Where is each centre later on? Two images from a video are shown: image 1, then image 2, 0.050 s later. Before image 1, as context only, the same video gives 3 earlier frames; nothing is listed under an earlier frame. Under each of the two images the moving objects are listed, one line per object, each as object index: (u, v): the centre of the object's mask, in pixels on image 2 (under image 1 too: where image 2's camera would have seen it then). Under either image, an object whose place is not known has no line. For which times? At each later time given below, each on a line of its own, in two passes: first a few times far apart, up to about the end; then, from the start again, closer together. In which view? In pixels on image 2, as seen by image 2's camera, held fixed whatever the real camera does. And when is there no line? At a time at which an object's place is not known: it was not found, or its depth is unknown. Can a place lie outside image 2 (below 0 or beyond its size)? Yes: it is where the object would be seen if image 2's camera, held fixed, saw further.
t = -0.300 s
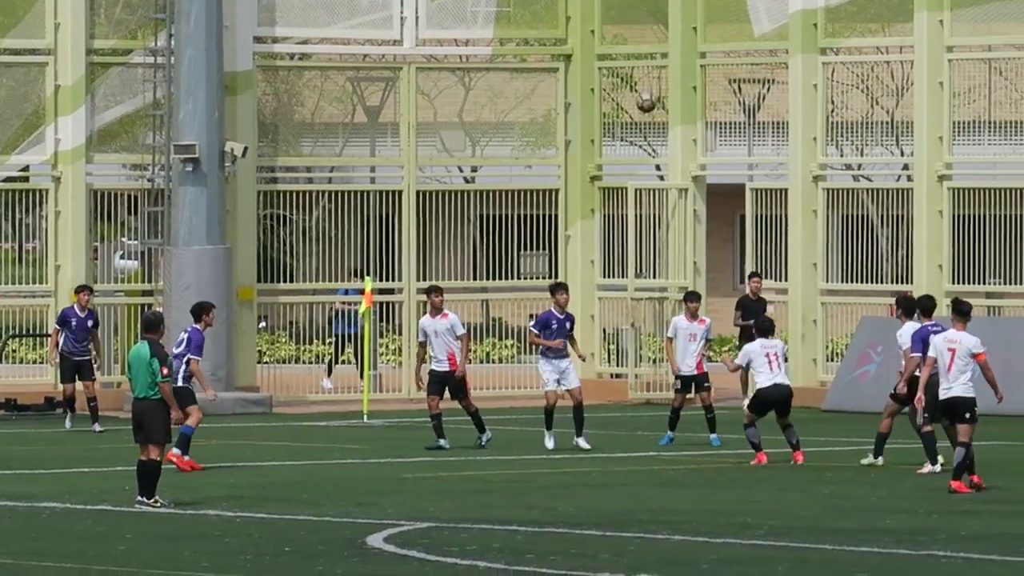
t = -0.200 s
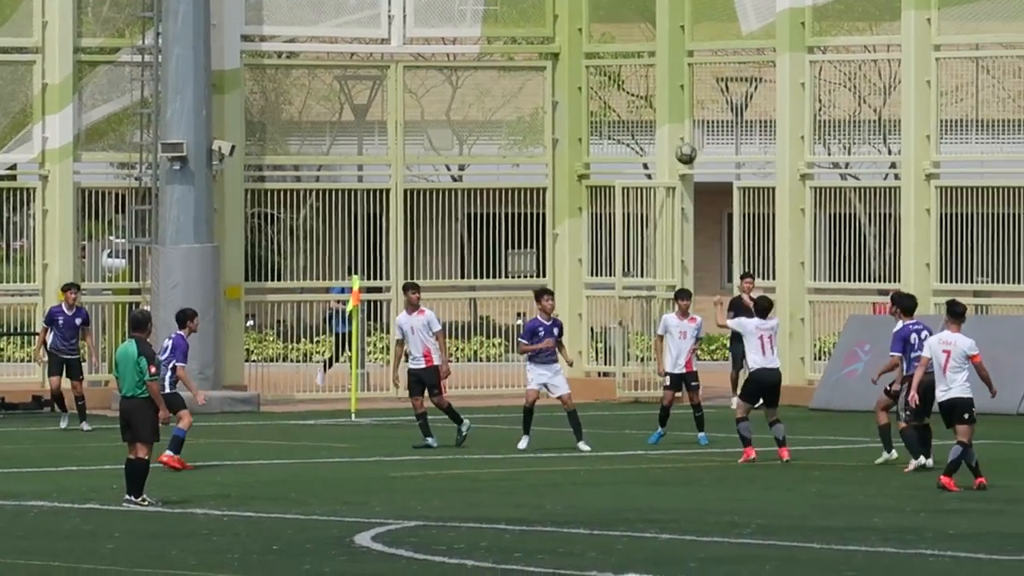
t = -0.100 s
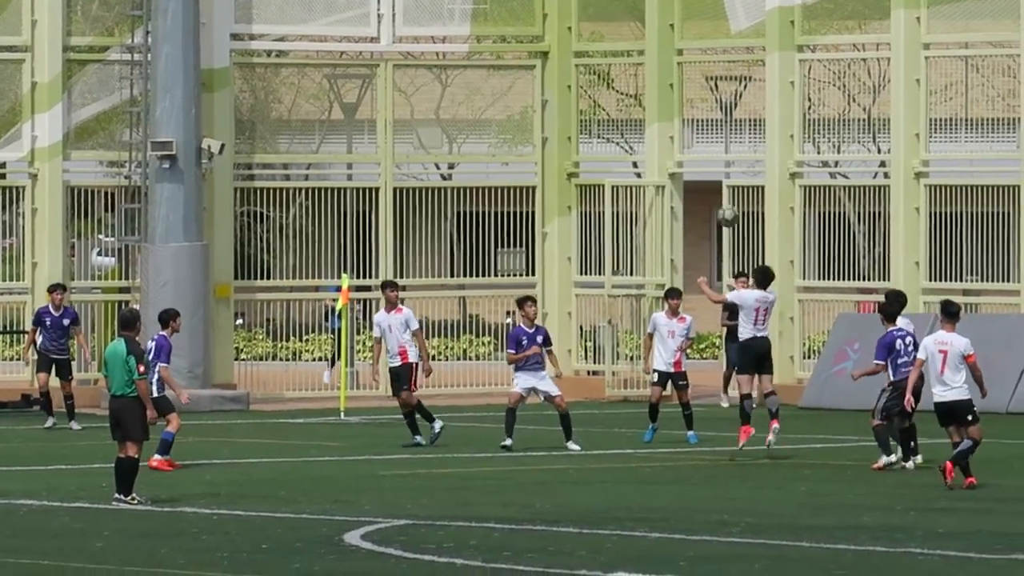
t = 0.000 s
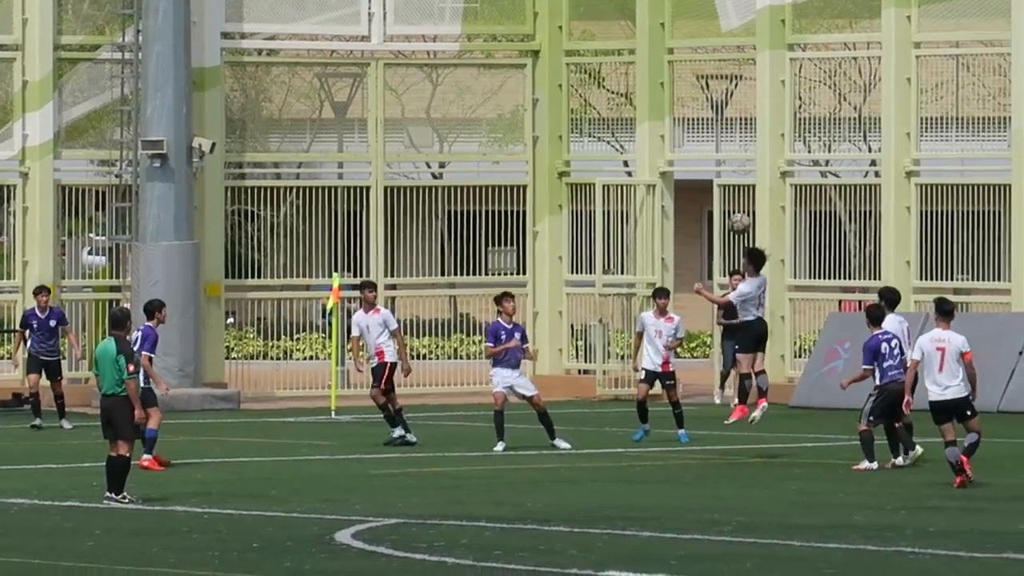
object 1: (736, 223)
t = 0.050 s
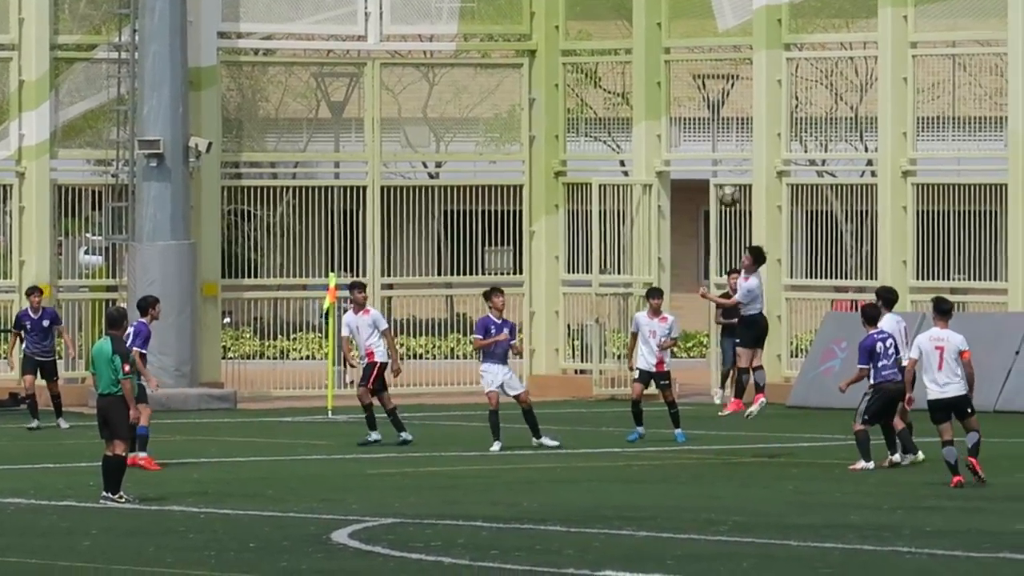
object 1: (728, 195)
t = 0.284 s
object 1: (698, 104)
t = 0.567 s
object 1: (660, 69)
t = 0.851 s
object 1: (623, 127)
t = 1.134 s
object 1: (587, 284)
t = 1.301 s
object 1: (564, 424)
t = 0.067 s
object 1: (726, 188)
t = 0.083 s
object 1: (723, 180)
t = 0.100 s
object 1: (722, 173)
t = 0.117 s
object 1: (720, 164)
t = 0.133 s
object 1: (718, 156)
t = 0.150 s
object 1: (715, 150)
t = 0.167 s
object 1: (713, 144)
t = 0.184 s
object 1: (711, 136)
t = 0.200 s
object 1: (708, 129)
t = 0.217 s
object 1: (706, 124)
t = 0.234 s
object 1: (703, 118)
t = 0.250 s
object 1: (702, 114)
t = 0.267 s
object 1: (699, 109)
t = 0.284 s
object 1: (698, 104)
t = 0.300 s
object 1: (695, 100)
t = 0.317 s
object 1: (693, 95)
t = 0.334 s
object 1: (691, 91)
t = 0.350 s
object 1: (688, 88)
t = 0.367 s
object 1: (686, 84)
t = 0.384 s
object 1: (684, 81)
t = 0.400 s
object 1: (681, 79)
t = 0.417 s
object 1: (679, 77)
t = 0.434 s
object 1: (677, 75)
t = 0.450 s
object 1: (675, 73)
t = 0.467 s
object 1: (673, 71)
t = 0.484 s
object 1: (671, 70)
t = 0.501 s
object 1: (669, 70)
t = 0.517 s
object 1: (666, 69)
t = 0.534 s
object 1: (664, 69)
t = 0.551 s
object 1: (662, 69)
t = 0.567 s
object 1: (660, 69)
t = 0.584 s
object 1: (658, 70)
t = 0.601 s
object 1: (656, 71)
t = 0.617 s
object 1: (653, 73)
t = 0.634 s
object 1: (651, 75)
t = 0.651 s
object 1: (649, 76)
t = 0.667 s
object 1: (647, 79)
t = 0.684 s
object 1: (644, 82)
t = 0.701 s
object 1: (642, 85)
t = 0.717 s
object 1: (640, 90)
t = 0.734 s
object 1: (638, 92)
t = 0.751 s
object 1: (635, 96)
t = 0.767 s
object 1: (634, 100)
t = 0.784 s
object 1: (631, 105)
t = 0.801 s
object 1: (630, 110)
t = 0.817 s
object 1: (627, 115)
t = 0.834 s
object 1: (625, 120)
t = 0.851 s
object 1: (623, 127)
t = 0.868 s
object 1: (621, 133)
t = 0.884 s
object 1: (619, 140)
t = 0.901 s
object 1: (617, 147)
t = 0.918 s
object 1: (615, 155)
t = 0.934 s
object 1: (613, 163)
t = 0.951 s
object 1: (610, 172)
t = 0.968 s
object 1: (609, 179)
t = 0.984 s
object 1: (605, 188)
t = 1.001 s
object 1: (604, 197)
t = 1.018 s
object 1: (603, 208)
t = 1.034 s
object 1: (600, 216)
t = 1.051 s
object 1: (597, 227)
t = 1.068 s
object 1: (595, 238)
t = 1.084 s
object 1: (593, 249)
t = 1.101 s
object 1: (592, 261)
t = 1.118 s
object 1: (589, 272)
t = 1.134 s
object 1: (587, 284)
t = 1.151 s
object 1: (585, 297)
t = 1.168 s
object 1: (583, 311)
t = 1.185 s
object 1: (581, 322)
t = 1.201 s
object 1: (578, 337)
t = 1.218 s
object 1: (576, 350)
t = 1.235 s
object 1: (573, 365)
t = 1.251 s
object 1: (572, 380)
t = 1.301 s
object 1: (564, 424)
